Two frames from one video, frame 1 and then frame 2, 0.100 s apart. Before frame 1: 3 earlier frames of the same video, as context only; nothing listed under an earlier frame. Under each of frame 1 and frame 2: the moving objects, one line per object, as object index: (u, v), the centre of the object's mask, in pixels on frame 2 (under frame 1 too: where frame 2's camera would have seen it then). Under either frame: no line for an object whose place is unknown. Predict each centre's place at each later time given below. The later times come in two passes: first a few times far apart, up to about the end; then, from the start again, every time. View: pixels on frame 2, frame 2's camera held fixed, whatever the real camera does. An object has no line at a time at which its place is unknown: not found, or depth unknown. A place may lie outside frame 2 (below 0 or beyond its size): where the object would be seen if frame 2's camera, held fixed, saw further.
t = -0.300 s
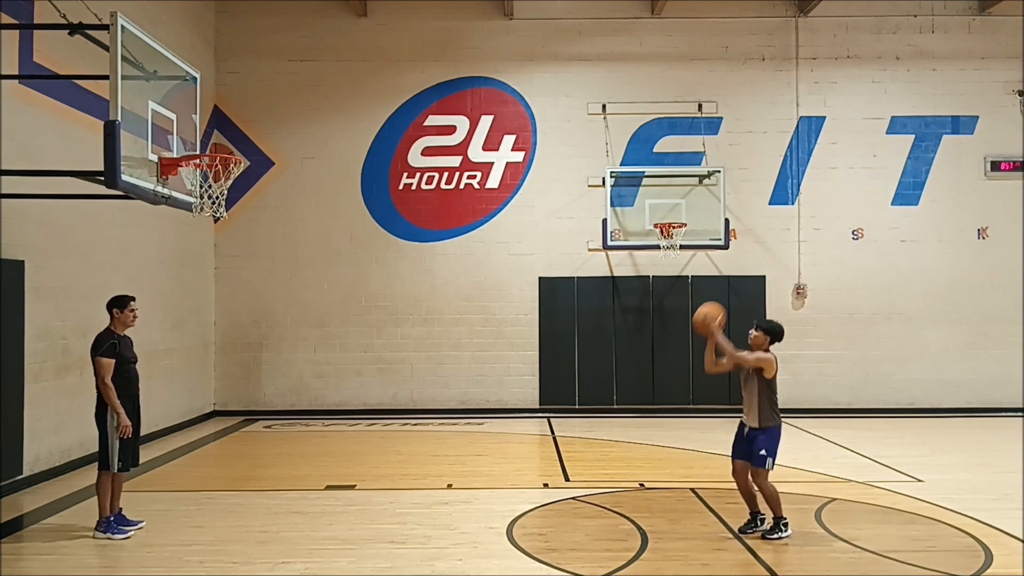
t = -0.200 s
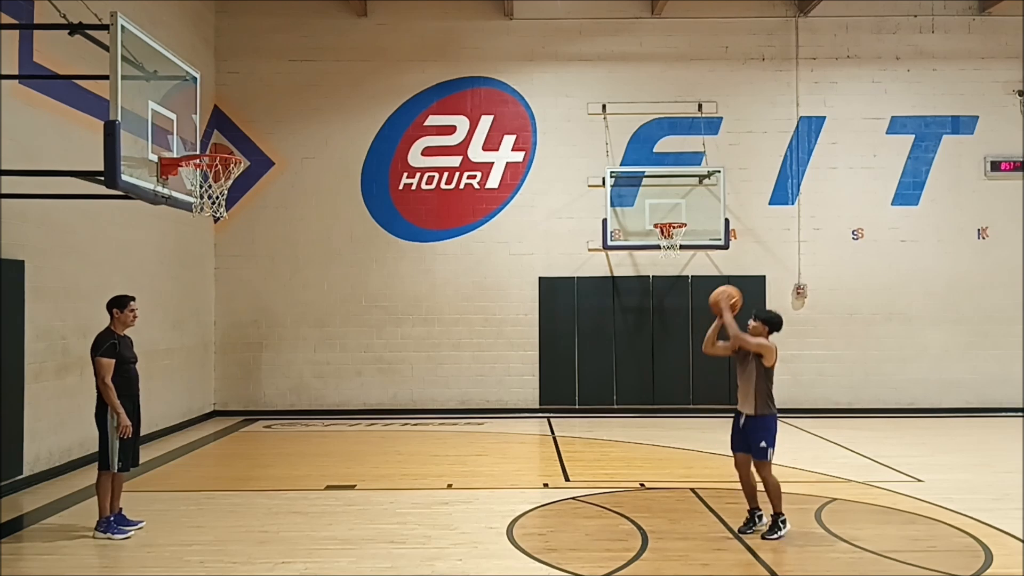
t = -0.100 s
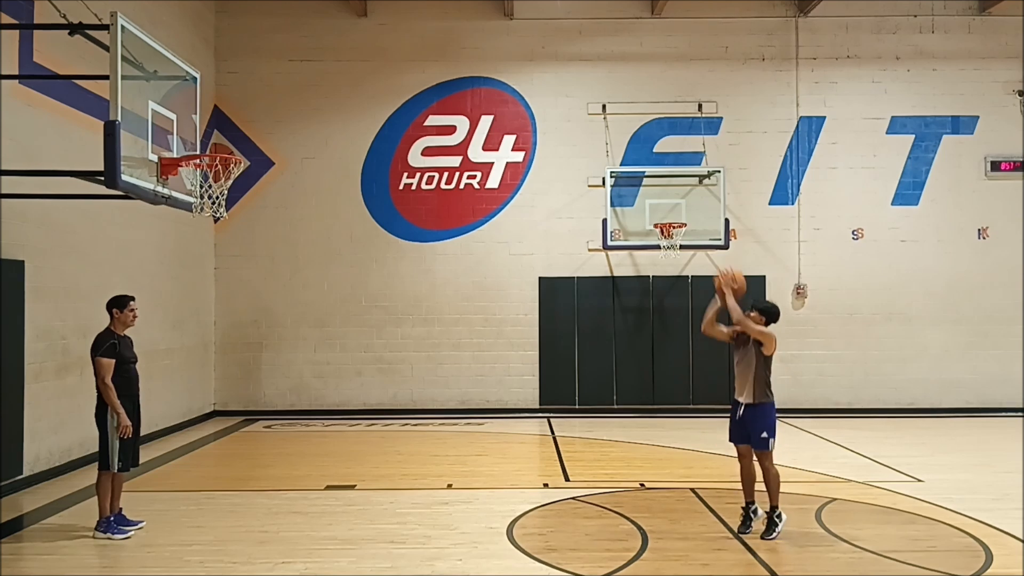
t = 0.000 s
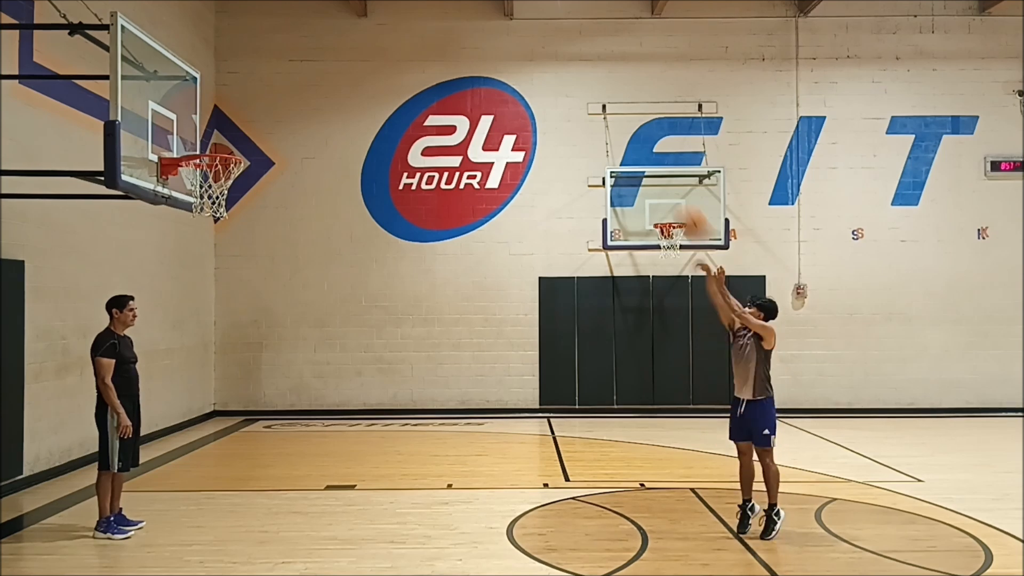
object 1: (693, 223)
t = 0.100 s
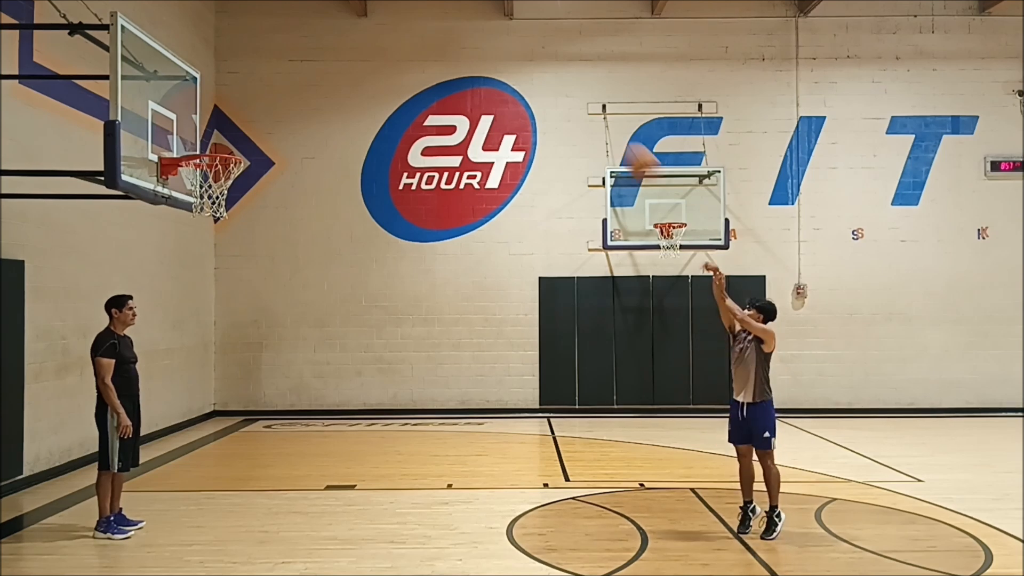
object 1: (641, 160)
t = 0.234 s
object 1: (572, 102)
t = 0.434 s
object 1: (473, 49)
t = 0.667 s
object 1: (359, 49)
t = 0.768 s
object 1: (310, 68)
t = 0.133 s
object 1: (628, 149)
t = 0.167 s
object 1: (605, 130)
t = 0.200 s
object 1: (589, 116)
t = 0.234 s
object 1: (572, 102)
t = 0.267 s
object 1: (556, 90)
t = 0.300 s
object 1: (539, 78)
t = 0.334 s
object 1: (523, 69)
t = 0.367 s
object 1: (506, 61)
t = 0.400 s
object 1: (490, 55)
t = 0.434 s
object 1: (473, 49)
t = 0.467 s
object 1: (457, 45)
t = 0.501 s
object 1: (441, 43)
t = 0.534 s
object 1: (425, 41)
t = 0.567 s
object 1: (408, 41)
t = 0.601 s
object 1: (393, 42)
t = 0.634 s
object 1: (376, 45)
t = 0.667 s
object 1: (359, 49)
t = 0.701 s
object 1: (343, 54)
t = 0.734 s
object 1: (327, 60)
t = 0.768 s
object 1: (310, 68)
